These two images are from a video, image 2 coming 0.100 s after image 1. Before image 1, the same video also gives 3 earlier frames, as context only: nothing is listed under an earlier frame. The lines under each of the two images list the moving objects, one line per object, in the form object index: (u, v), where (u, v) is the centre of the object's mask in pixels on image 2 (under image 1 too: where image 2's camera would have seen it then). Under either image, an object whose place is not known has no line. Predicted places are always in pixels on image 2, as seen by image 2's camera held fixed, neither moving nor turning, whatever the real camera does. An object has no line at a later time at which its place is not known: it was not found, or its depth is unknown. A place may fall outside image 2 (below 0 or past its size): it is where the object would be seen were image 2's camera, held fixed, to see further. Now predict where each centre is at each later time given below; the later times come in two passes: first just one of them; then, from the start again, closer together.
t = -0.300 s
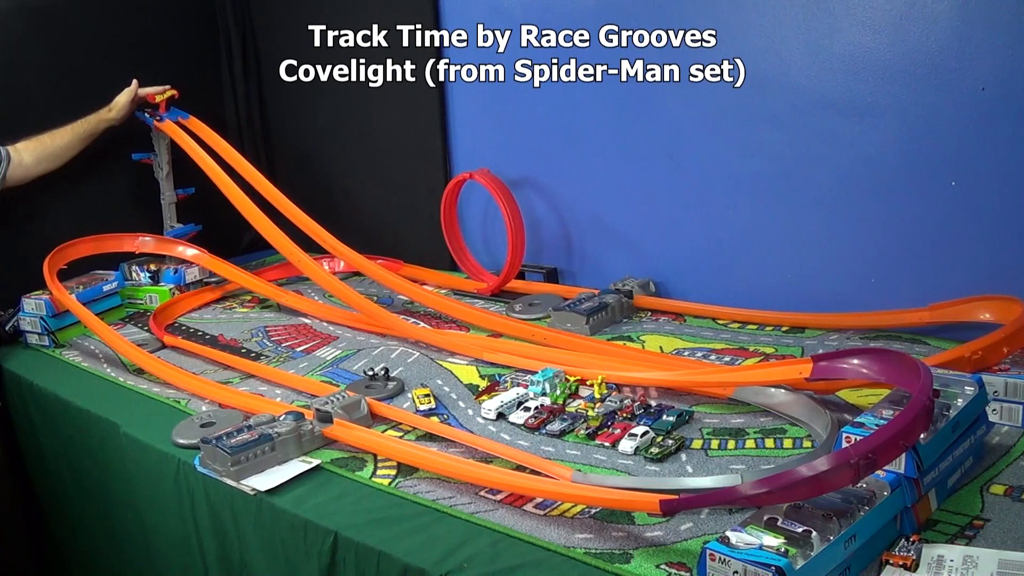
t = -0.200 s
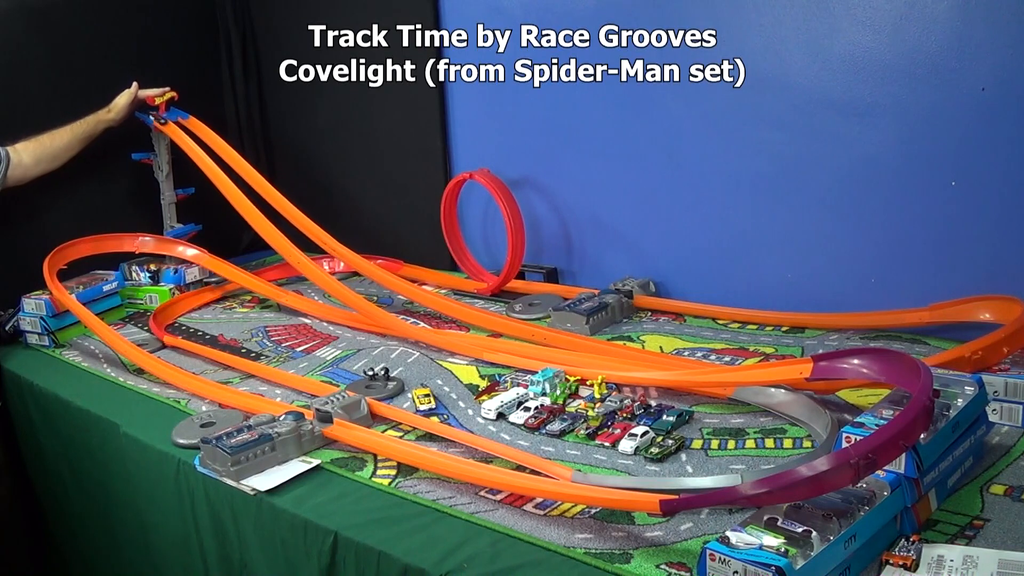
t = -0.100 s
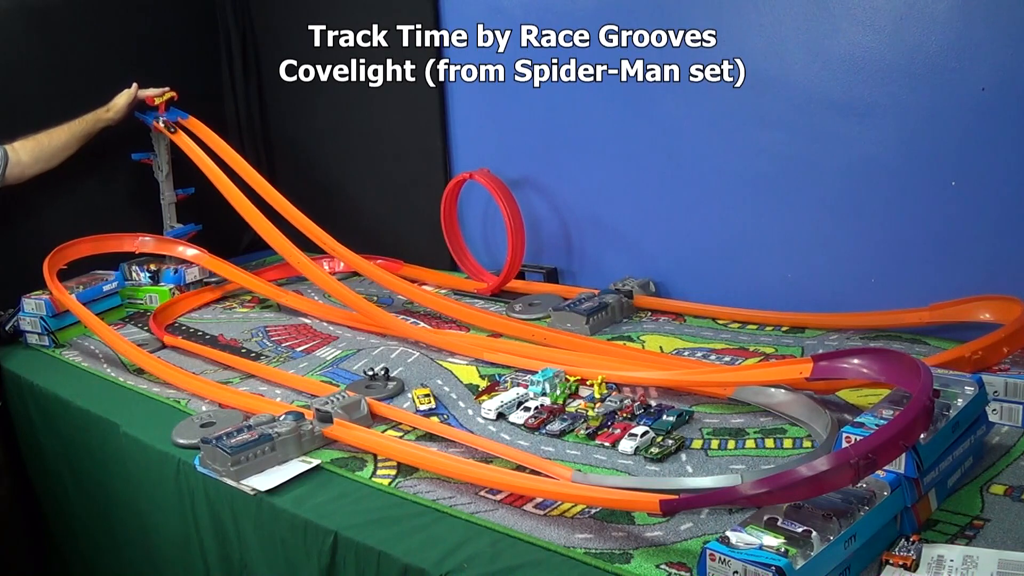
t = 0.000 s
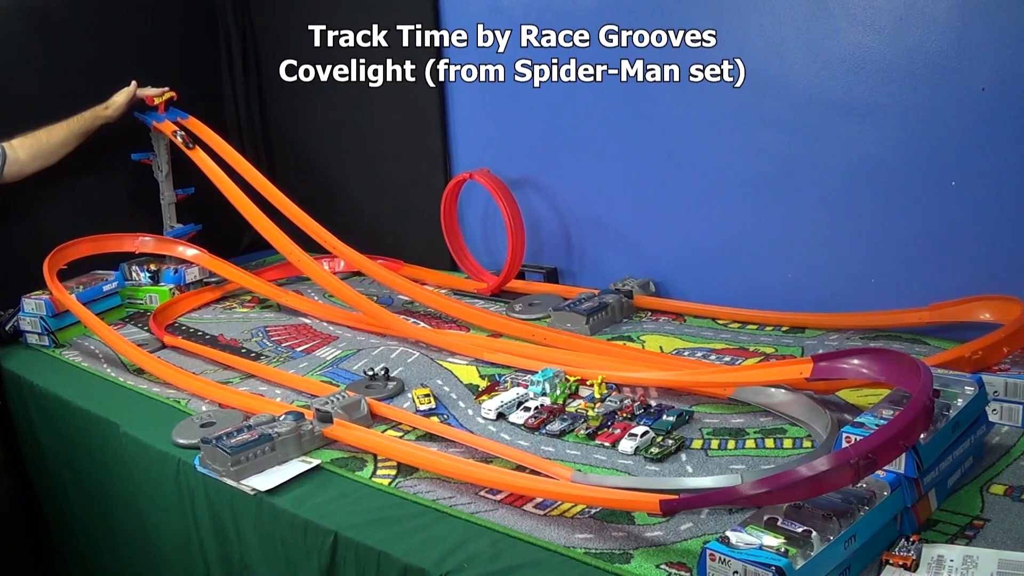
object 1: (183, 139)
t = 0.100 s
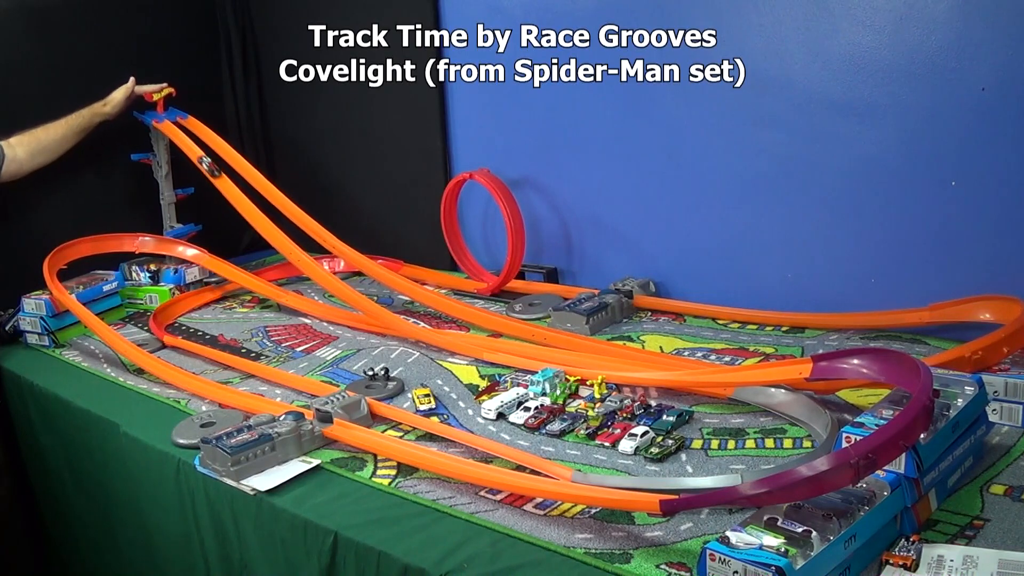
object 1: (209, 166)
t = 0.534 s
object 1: (489, 349)
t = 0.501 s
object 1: (457, 343)
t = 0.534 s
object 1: (489, 349)
